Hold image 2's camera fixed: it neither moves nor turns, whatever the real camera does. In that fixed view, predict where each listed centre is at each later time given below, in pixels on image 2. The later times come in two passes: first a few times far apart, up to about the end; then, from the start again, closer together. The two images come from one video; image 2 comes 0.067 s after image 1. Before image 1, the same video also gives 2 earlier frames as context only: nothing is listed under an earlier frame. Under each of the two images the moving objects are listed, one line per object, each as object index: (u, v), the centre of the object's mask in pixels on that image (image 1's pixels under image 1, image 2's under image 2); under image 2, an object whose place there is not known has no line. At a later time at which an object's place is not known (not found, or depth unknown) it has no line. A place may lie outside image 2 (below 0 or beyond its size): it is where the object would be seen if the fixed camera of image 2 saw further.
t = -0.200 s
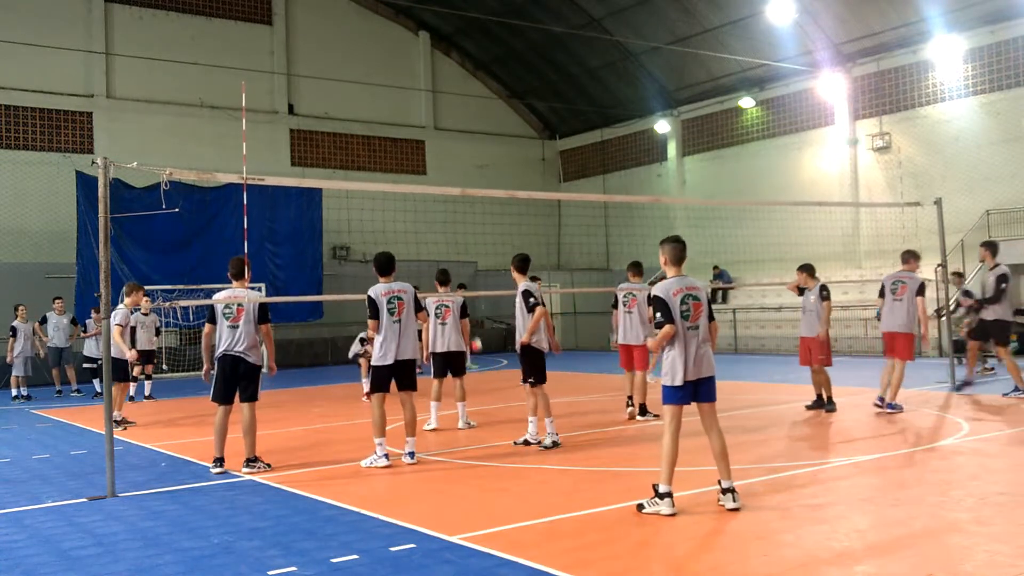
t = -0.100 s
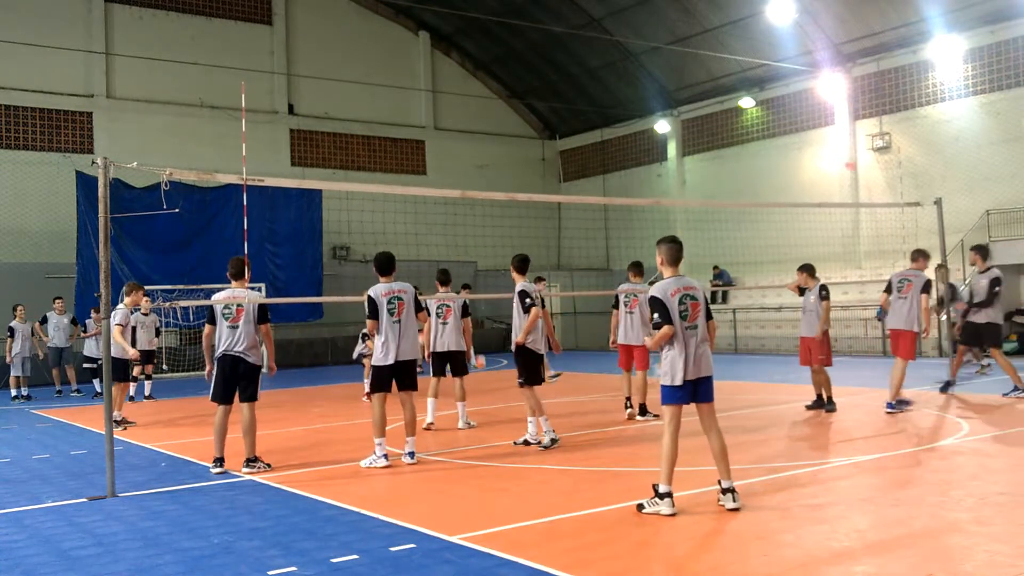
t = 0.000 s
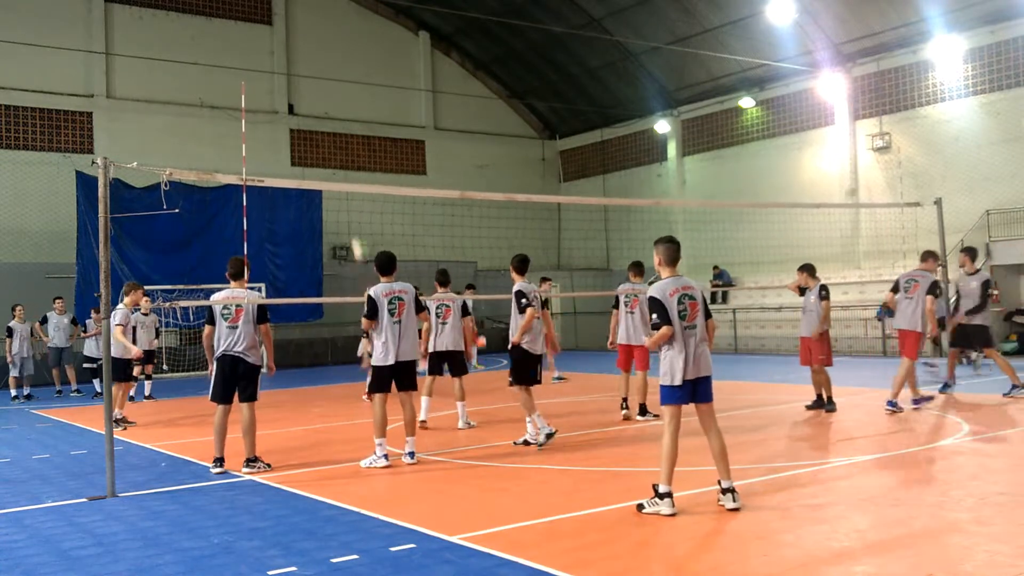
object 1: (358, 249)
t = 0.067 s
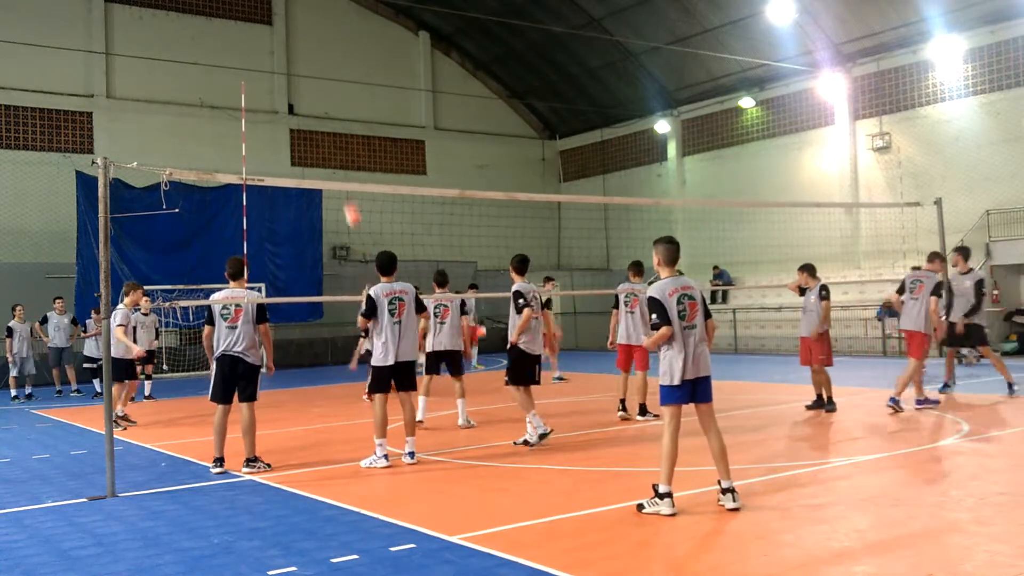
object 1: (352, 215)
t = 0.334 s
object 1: (318, 102)
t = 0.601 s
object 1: (281, 29)
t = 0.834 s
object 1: (246, 8)
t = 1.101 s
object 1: (200, 39)
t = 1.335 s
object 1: (157, 128)
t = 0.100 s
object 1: (347, 200)
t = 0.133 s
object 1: (342, 182)
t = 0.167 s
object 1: (339, 167)
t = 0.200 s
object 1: (336, 154)
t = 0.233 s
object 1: (331, 140)
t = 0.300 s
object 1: (322, 113)
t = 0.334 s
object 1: (318, 102)
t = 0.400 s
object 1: (308, 79)
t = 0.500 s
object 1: (295, 51)
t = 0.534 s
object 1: (290, 43)
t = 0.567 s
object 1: (284, 35)
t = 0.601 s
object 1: (281, 29)
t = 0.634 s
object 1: (276, 24)
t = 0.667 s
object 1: (271, 19)
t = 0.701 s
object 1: (265, 14)
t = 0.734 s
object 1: (261, 12)
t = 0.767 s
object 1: (256, 9)
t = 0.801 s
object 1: (251, 8)
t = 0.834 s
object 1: (246, 8)
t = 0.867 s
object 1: (240, 8)
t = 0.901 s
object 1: (235, 9)
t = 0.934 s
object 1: (229, 11)
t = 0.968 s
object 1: (224, 14)
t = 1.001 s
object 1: (217, 18)
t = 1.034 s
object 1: (211, 24)
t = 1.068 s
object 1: (206, 32)
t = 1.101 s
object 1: (200, 39)
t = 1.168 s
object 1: (188, 58)
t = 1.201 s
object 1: (182, 70)
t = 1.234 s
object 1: (176, 82)
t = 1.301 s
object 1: (162, 112)
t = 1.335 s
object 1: (157, 128)
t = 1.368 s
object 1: (150, 148)
